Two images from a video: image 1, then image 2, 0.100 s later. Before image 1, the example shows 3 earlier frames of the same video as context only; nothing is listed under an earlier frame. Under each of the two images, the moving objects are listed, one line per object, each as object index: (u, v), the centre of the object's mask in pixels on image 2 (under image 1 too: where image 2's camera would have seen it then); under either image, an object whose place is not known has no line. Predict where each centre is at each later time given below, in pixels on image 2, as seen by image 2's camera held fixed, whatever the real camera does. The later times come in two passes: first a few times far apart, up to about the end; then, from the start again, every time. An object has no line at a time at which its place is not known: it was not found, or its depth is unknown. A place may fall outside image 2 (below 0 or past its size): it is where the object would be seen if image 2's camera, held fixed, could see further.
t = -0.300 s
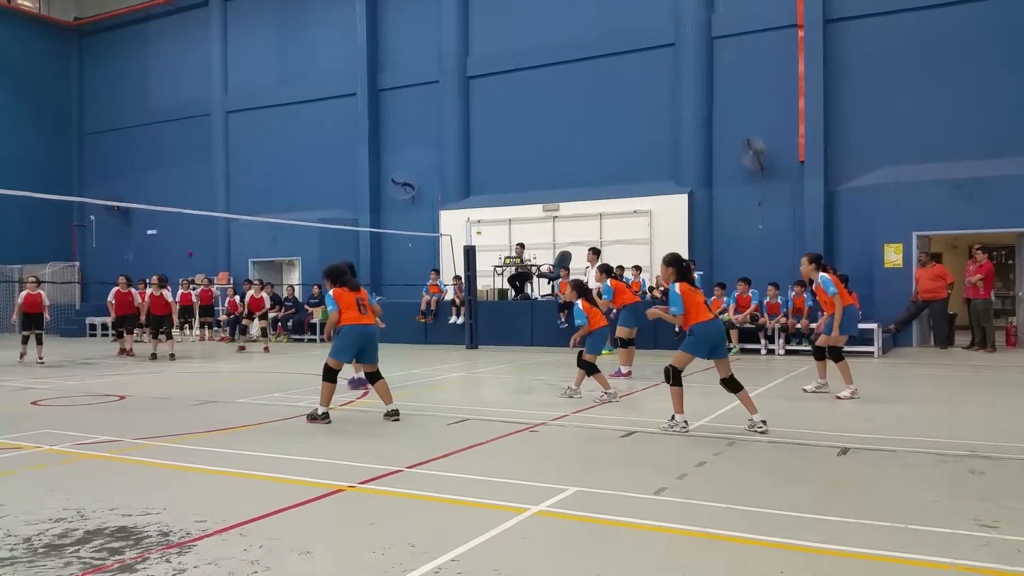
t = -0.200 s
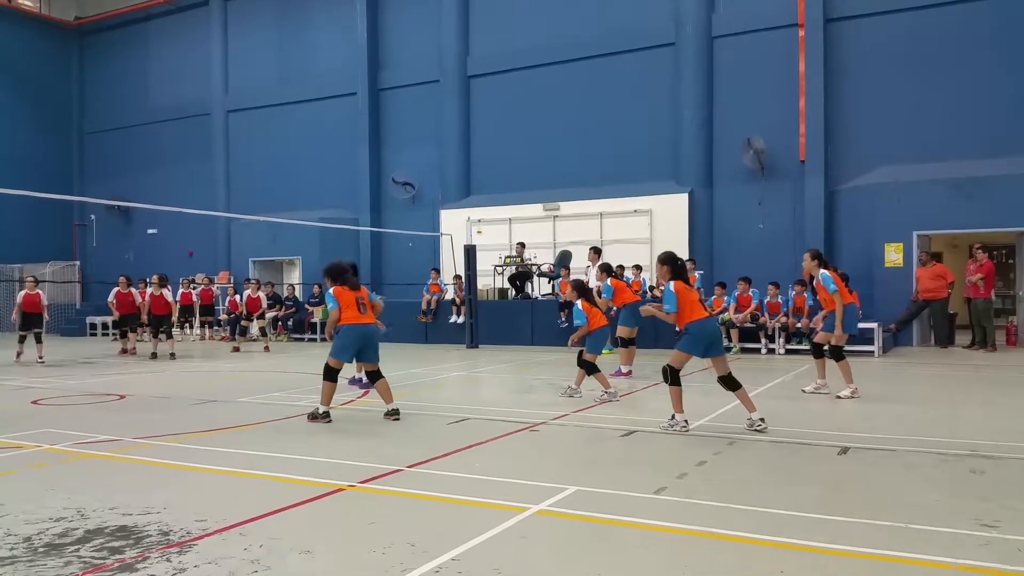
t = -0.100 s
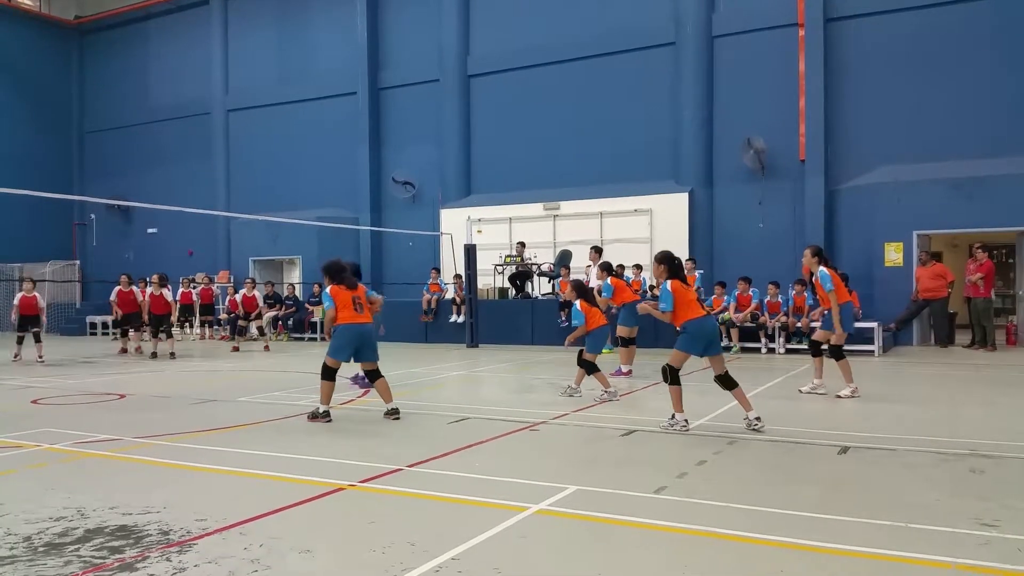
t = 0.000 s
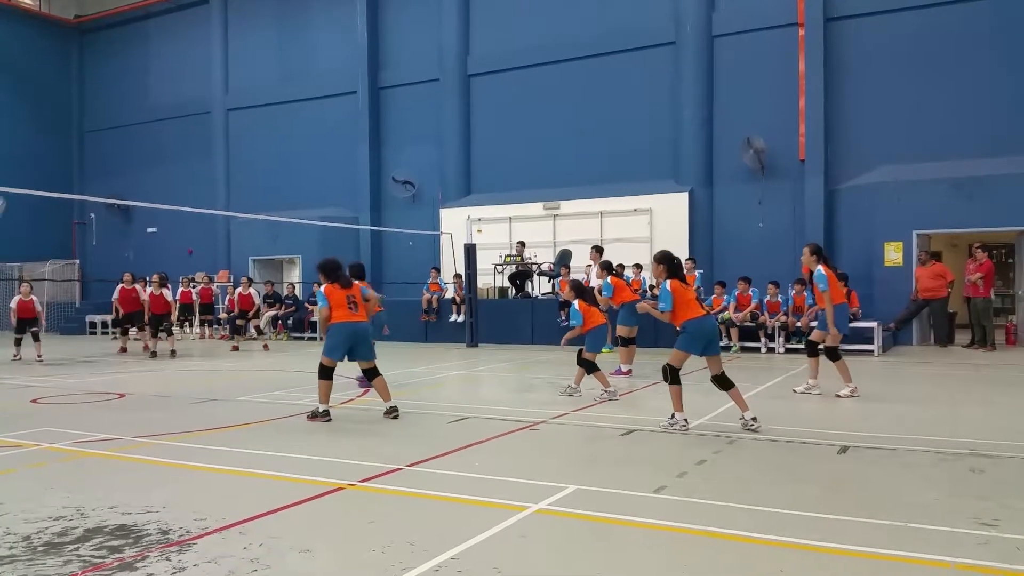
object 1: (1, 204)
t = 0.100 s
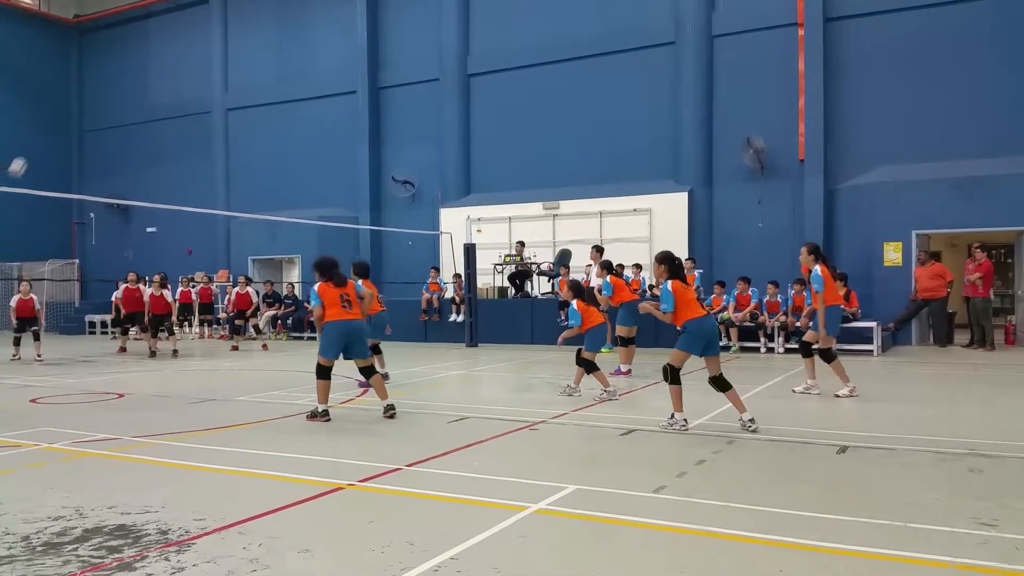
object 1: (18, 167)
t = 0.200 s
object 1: (39, 136)
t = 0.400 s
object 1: (80, 93)
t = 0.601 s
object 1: (117, 79)
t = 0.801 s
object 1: (153, 89)
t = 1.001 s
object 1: (187, 123)
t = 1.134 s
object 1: (207, 158)
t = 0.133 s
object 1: (25, 156)
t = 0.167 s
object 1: (32, 145)
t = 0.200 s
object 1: (39, 136)
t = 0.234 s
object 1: (46, 127)
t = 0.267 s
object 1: (52, 119)
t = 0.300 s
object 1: (59, 111)
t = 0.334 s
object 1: (66, 104)
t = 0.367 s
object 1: (72, 99)
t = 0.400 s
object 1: (80, 93)
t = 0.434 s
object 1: (86, 89)
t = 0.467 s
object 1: (92, 85)
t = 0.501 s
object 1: (99, 82)
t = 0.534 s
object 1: (105, 81)
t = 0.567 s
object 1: (111, 79)
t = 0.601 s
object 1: (117, 79)
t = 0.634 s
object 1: (123, 79)
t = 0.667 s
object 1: (129, 79)
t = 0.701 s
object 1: (135, 81)
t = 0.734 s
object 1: (141, 83)
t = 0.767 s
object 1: (147, 85)
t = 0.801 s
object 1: (153, 89)
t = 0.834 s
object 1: (159, 93)
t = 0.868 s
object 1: (164, 98)
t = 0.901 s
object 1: (170, 103)
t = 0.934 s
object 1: (176, 109)
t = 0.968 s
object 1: (181, 116)
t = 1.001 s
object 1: (187, 123)
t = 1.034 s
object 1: (192, 131)
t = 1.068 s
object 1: (197, 139)
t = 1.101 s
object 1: (202, 149)
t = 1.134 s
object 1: (207, 158)
